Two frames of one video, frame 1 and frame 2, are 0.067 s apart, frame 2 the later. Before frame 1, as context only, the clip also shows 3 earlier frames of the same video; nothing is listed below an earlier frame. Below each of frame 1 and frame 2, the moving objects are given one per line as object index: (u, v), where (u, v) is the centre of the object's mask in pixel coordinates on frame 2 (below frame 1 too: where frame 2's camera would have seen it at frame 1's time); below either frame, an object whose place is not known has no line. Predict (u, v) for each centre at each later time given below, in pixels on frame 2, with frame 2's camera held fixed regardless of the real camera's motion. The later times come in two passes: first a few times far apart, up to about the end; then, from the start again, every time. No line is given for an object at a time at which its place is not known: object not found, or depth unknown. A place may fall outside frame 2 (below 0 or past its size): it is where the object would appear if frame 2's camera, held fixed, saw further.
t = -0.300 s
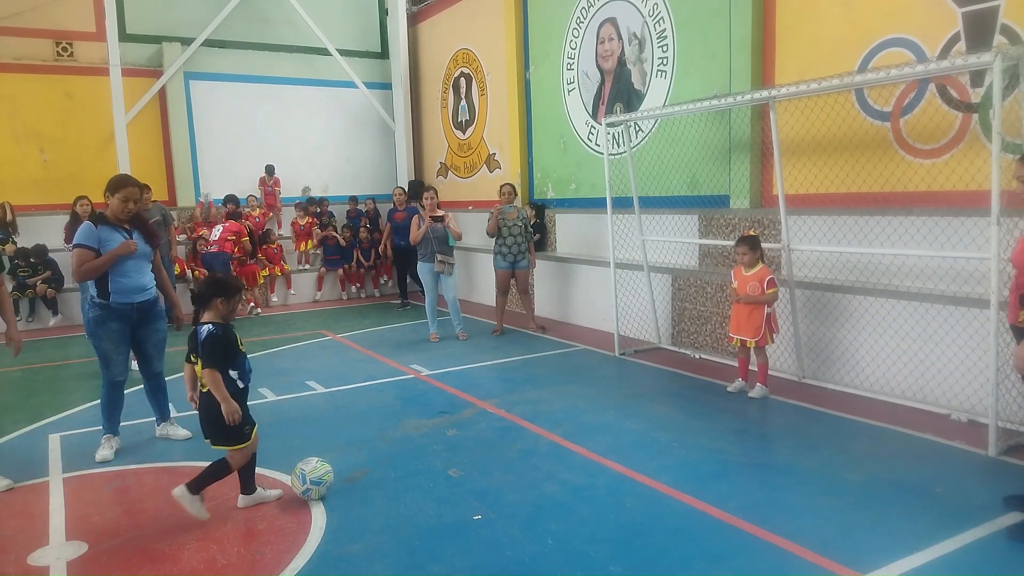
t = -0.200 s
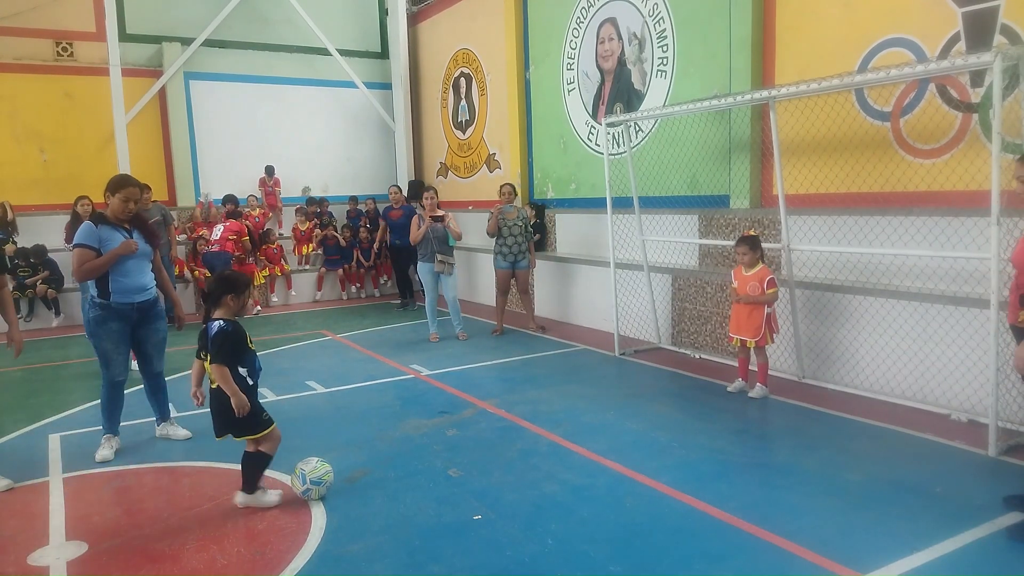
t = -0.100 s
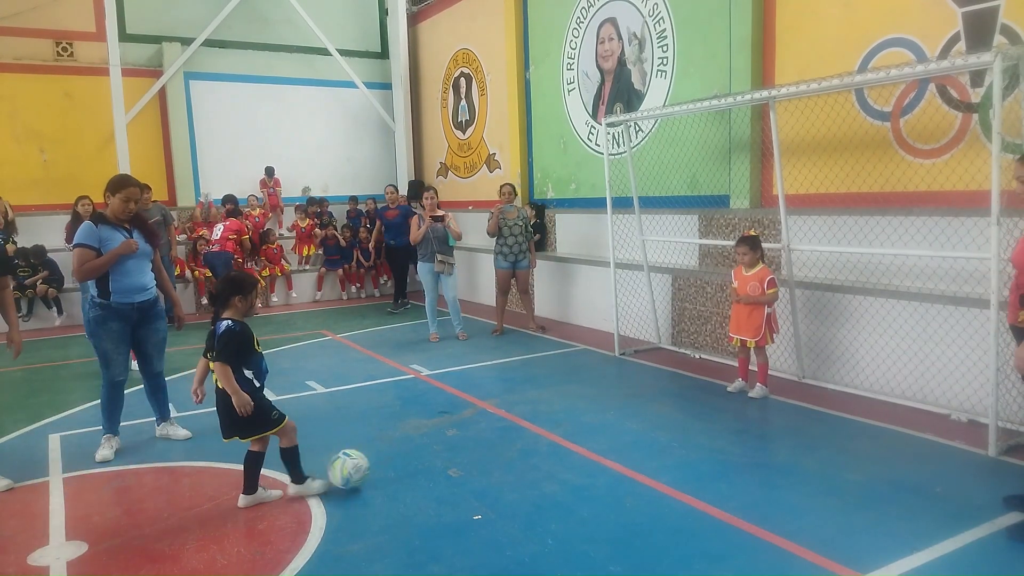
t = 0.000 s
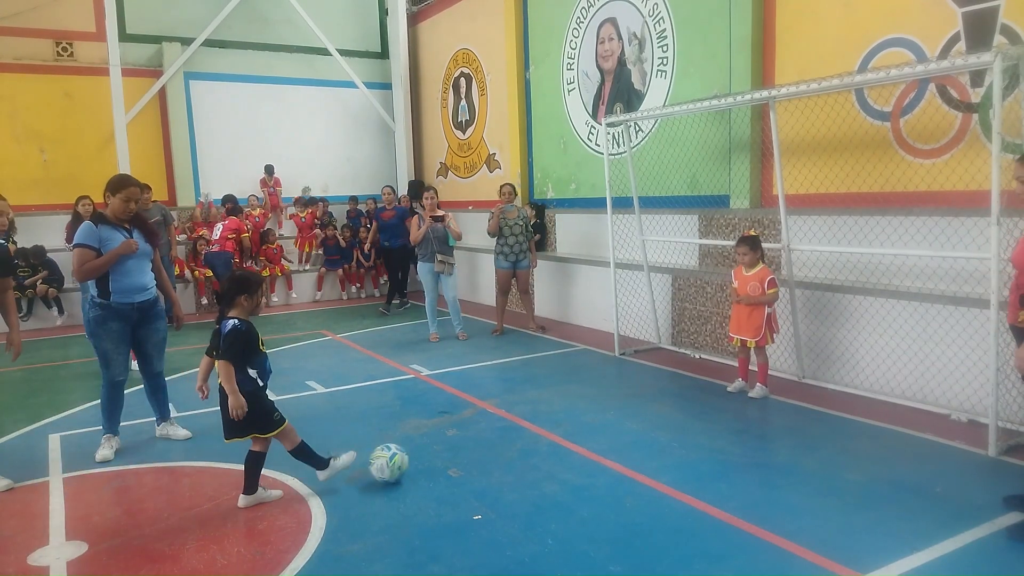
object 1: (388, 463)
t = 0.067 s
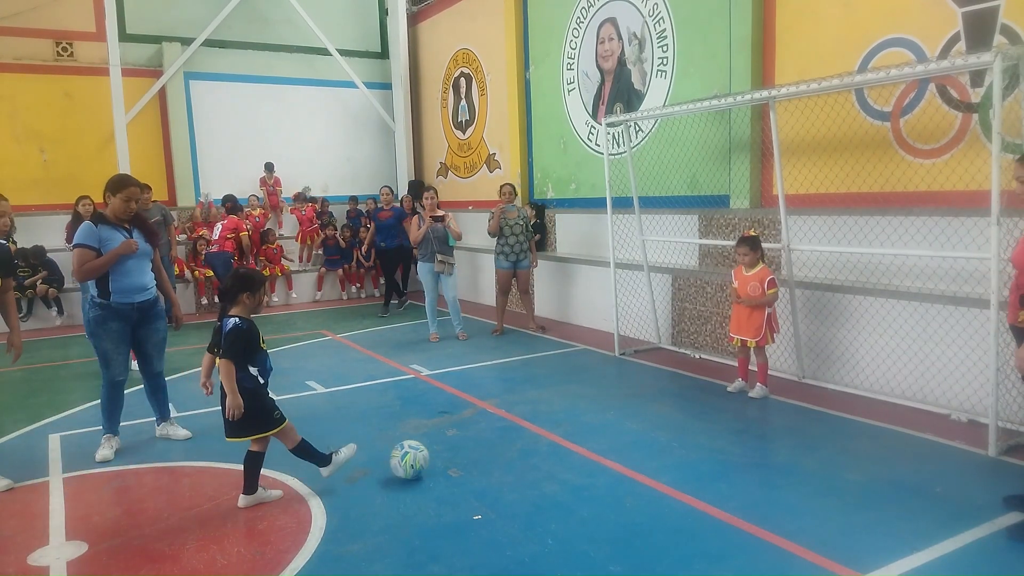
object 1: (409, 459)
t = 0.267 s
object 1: (451, 452)
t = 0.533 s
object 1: (491, 445)
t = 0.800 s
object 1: (528, 438)
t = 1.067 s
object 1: (564, 432)
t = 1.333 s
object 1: (597, 428)
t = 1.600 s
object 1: (628, 423)
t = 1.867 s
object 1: (658, 419)
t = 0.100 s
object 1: (418, 458)
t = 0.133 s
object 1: (426, 456)
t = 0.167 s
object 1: (433, 455)
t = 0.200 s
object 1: (440, 454)
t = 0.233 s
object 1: (446, 452)
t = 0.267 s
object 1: (451, 452)
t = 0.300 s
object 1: (456, 450)
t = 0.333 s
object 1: (462, 449)
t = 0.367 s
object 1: (467, 449)
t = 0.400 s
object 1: (471, 448)
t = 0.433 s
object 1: (476, 447)
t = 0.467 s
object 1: (481, 446)
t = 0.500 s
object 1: (486, 446)
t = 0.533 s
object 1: (491, 445)
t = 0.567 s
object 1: (496, 444)
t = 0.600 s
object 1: (500, 443)
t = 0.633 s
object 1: (505, 442)
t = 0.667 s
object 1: (509, 441)
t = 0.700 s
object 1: (514, 441)
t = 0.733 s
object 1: (518, 440)
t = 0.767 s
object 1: (523, 439)
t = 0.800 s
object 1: (528, 438)
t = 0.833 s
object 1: (532, 437)
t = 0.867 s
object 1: (537, 437)
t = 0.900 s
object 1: (542, 436)
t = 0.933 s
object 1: (546, 435)
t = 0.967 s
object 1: (551, 434)
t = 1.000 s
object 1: (555, 433)
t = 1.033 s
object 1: (559, 433)
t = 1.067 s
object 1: (564, 432)
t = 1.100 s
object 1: (568, 431)
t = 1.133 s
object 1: (572, 431)
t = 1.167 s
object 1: (576, 430)
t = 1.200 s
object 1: (580, 430)
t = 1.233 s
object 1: (584, 429)
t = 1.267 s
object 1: (588, 429)
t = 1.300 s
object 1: (592, 428)
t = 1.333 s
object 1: (597, 428)
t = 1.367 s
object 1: (601, 427)
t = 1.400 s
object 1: (604, 427)
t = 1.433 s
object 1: (608, 426)
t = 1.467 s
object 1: (612, 426)
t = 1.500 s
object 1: (616, 425)
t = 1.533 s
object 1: (620, 424)
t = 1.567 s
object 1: (624, 424)
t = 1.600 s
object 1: (628, 423)
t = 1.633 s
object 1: (632, 423)
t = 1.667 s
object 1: (636, 422)
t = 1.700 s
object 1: (640, 421)
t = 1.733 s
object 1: (643, 421)
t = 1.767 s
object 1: (647, 420)
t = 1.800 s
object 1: (650, 419)
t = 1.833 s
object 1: (654, 419)
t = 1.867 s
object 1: (658, 419)
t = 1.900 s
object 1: (661, 418)
